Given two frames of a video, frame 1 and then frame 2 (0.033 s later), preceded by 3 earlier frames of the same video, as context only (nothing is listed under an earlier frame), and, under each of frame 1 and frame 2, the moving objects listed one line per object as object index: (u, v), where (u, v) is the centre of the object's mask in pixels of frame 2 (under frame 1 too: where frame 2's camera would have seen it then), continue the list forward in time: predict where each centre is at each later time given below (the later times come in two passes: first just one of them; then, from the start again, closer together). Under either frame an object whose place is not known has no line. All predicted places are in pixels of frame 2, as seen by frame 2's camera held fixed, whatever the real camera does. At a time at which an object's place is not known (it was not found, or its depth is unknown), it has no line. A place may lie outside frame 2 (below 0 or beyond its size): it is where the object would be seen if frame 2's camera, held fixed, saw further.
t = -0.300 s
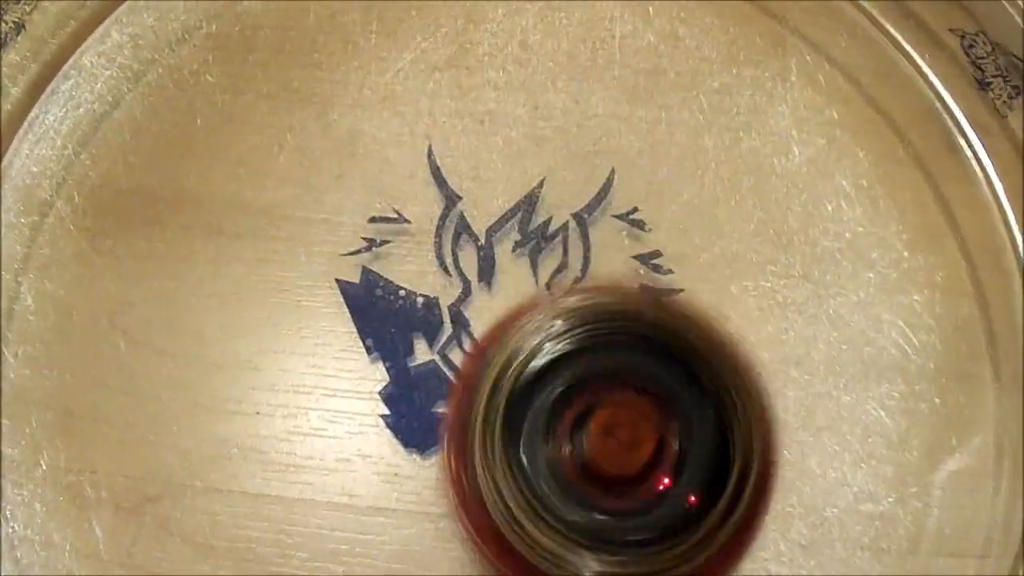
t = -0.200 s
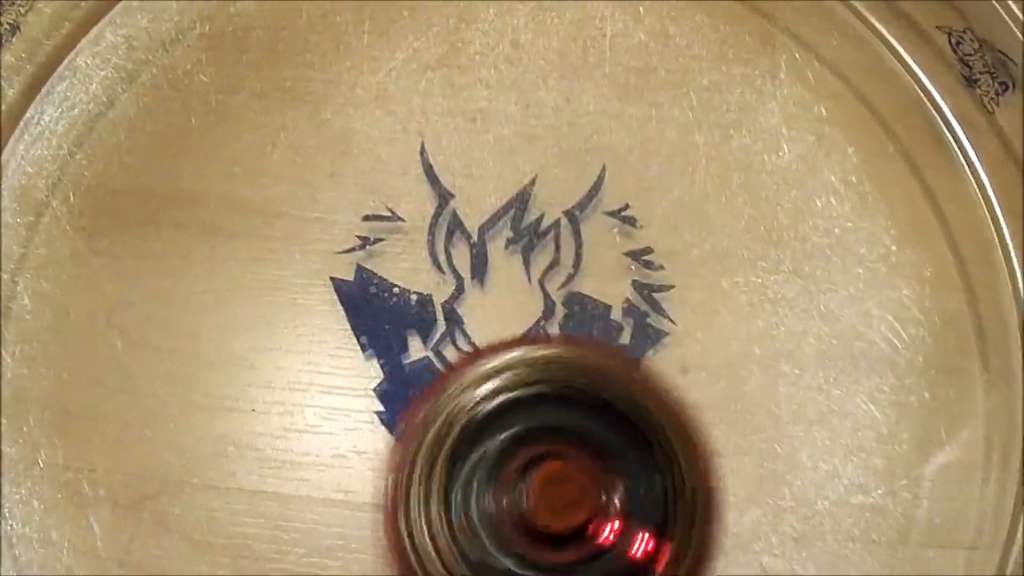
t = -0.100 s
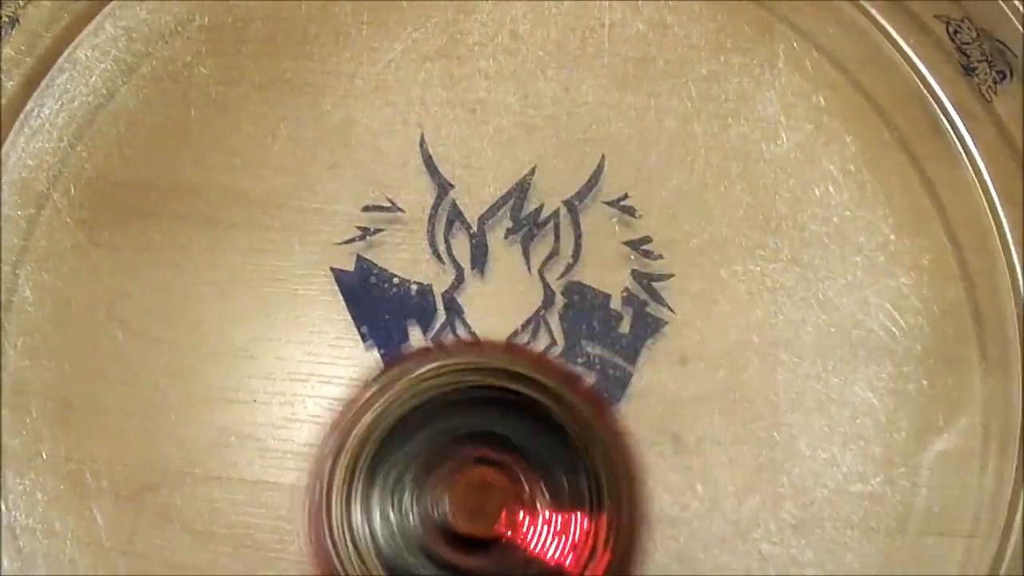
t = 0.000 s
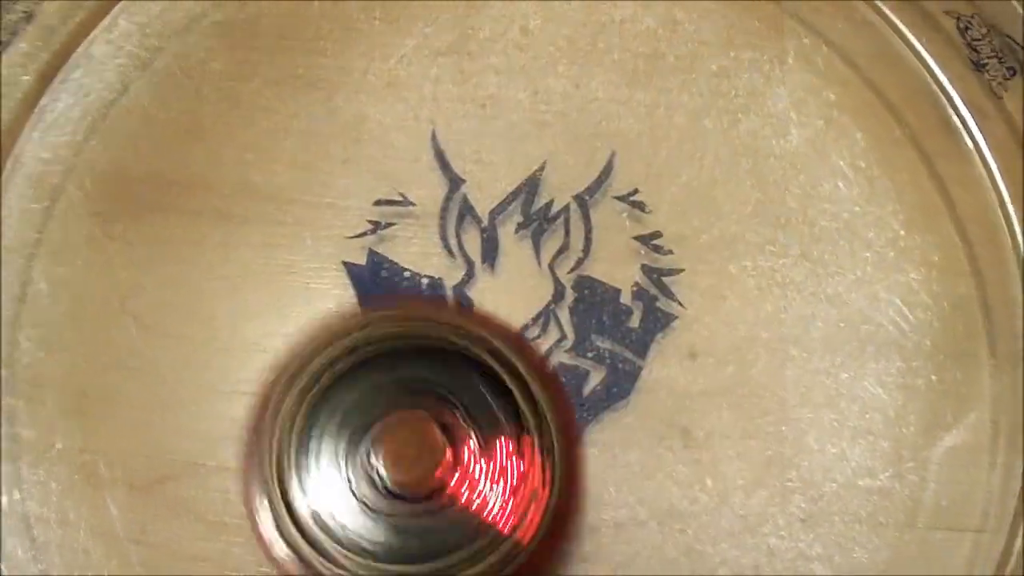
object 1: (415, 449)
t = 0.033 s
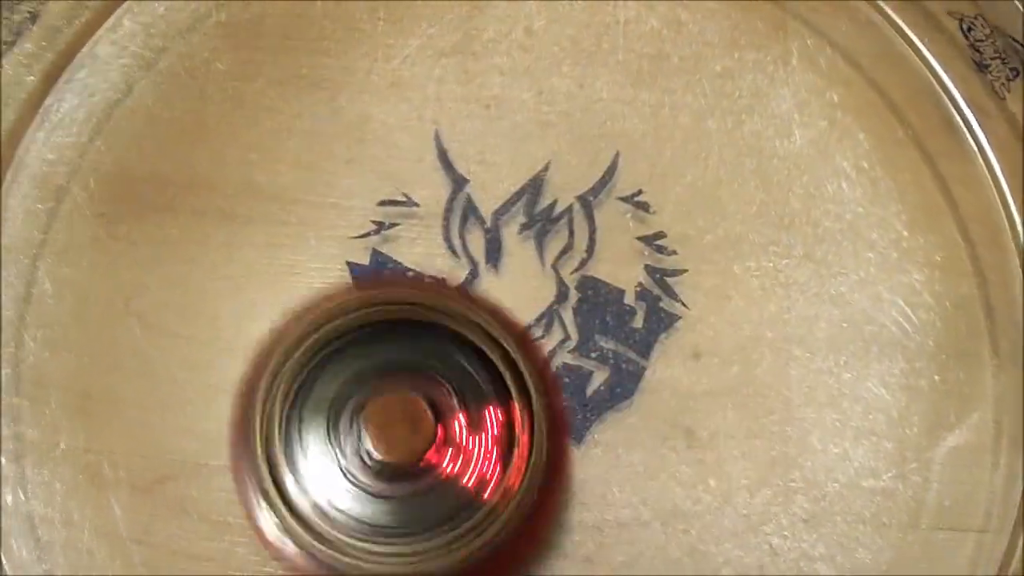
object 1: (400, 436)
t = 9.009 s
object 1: (515, 369)
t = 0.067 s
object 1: (390, 418)
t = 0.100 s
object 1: (385, 393)
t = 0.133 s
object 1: (385, 363)
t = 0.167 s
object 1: (392, 335)
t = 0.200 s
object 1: (403, 309)
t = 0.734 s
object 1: (696, 363)
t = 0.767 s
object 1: (688, 386)
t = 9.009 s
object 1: (515, 369)
